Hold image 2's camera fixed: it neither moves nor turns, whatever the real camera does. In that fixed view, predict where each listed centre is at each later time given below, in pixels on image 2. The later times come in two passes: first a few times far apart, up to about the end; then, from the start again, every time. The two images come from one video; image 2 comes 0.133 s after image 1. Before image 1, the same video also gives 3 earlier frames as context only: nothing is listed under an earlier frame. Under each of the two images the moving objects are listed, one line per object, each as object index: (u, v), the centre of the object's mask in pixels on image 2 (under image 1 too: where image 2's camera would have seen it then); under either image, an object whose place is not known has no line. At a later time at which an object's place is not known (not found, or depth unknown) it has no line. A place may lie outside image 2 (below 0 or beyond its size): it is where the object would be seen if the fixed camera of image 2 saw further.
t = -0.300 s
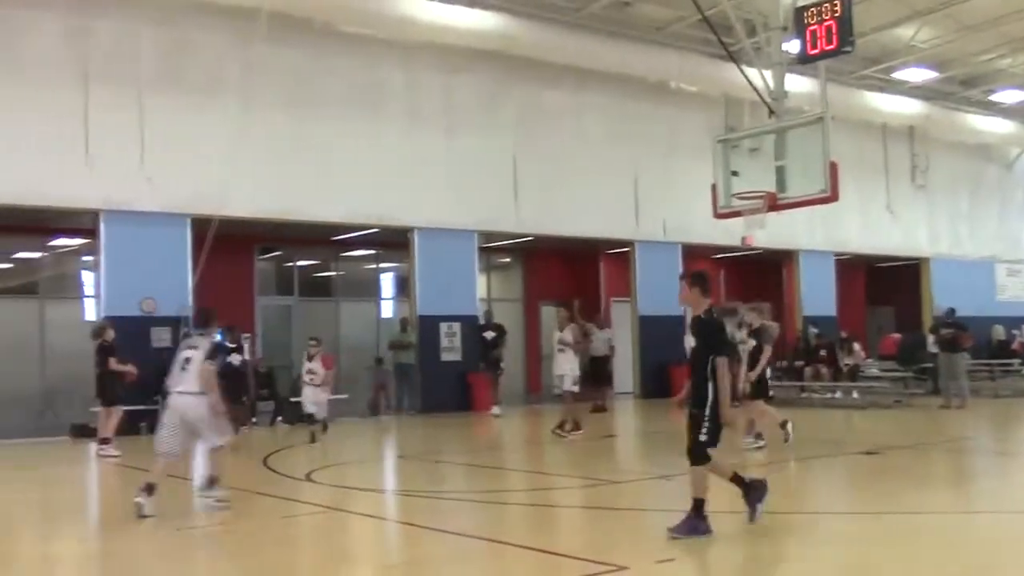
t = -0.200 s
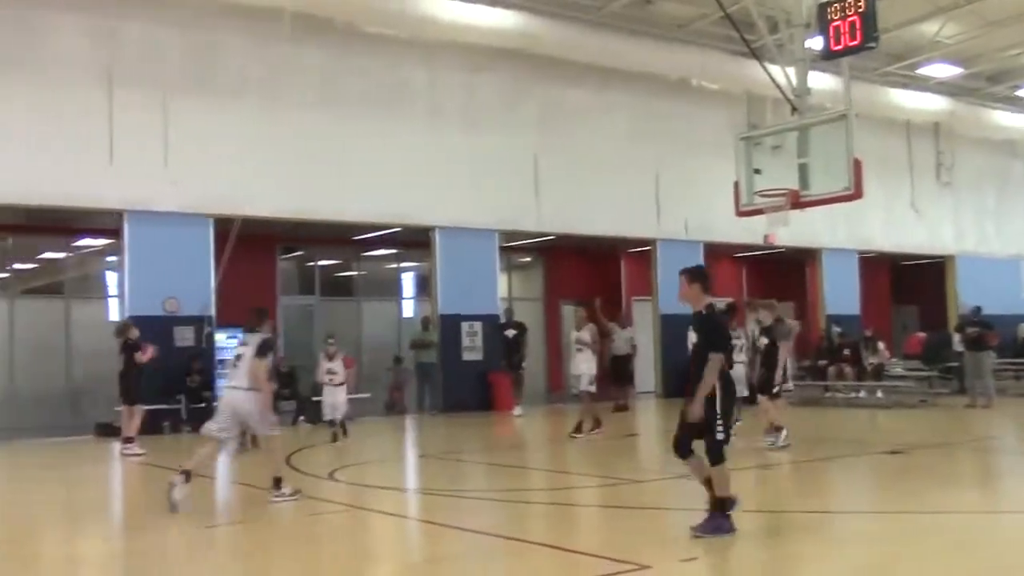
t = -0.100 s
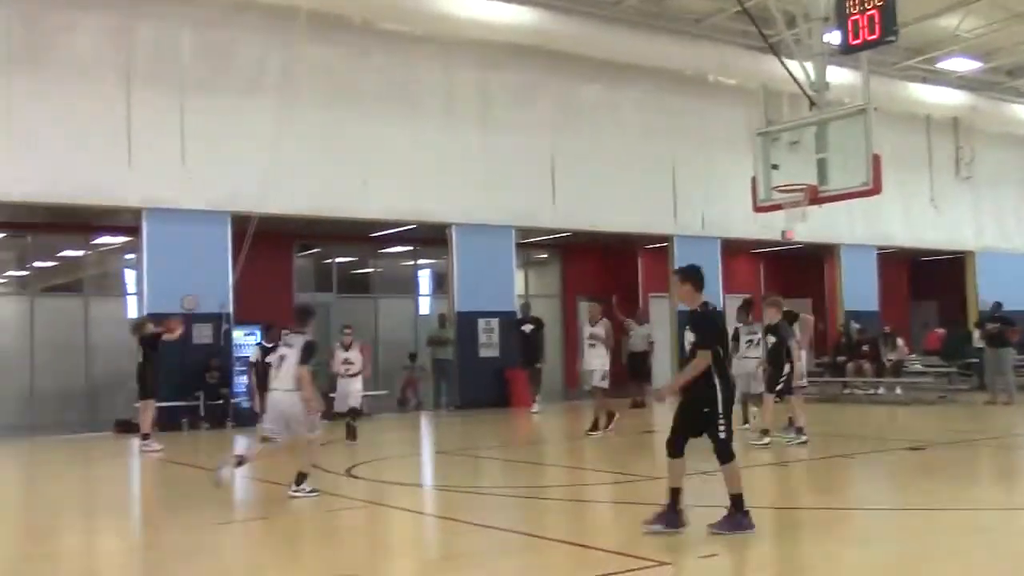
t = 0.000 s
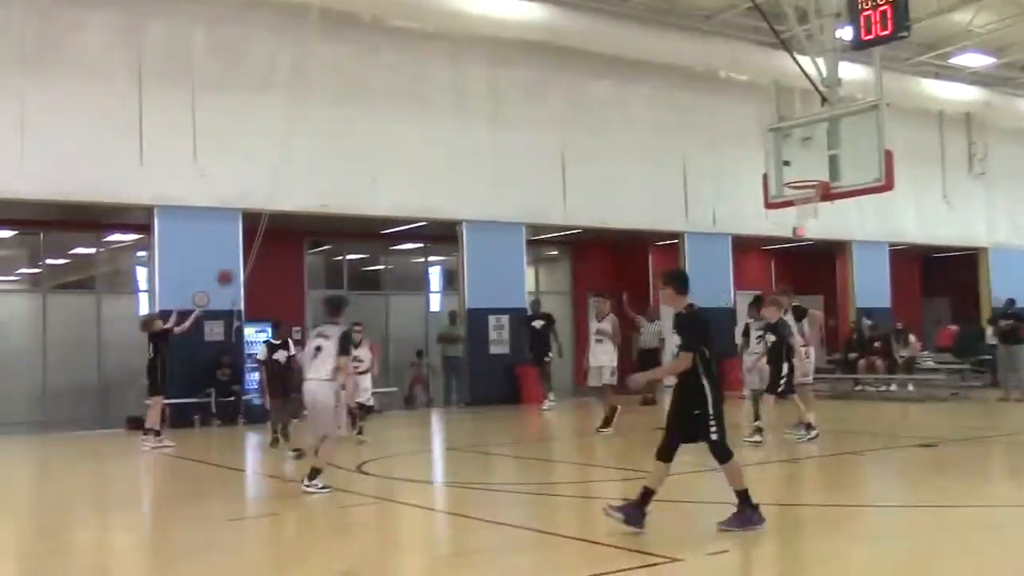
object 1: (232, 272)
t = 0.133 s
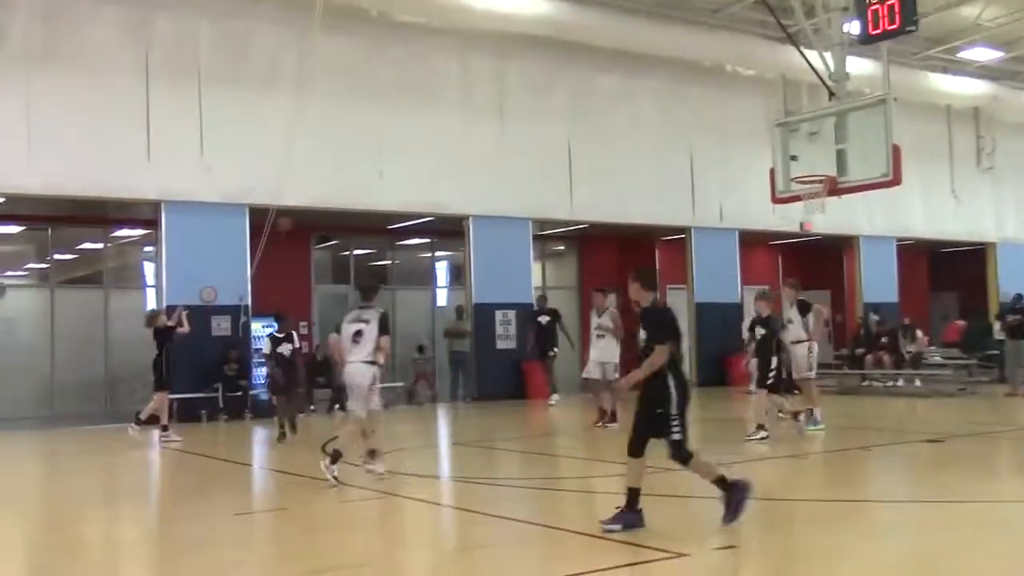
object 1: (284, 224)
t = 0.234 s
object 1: (318, 200)
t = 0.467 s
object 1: (394, 169)
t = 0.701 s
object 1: (463, 175)
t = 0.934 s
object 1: (523, 210)
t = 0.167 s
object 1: (297, 216)
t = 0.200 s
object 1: (307, 204)
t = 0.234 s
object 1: (318, 200)
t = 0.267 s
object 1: (330, 193)
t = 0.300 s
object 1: (341, 187)
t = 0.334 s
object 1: (352, 182)
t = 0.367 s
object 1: (363, 177)
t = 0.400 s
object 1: (374, 174)
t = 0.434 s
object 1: (384, 171)
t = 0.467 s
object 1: (394, 169)
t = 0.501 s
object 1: (405, 168)
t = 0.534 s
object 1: (415, 168)
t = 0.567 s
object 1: (424, 167)
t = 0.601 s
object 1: (434, 168)
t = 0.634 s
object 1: (444, 170)
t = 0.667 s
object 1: (453, 172)
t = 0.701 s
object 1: (463, 175)
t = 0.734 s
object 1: (471, 178)
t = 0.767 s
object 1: (480, 182)
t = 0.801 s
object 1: (489, 187)
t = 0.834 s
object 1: (498, 192)
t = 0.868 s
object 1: (506, 197)
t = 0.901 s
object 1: (514, 204)
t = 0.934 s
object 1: (523, 210)
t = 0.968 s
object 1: (530, 218)
